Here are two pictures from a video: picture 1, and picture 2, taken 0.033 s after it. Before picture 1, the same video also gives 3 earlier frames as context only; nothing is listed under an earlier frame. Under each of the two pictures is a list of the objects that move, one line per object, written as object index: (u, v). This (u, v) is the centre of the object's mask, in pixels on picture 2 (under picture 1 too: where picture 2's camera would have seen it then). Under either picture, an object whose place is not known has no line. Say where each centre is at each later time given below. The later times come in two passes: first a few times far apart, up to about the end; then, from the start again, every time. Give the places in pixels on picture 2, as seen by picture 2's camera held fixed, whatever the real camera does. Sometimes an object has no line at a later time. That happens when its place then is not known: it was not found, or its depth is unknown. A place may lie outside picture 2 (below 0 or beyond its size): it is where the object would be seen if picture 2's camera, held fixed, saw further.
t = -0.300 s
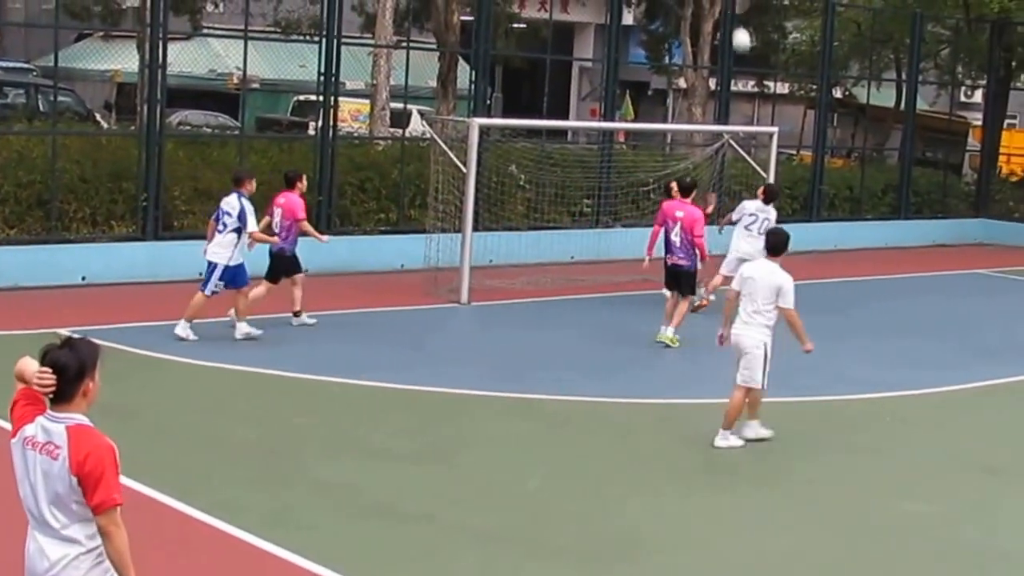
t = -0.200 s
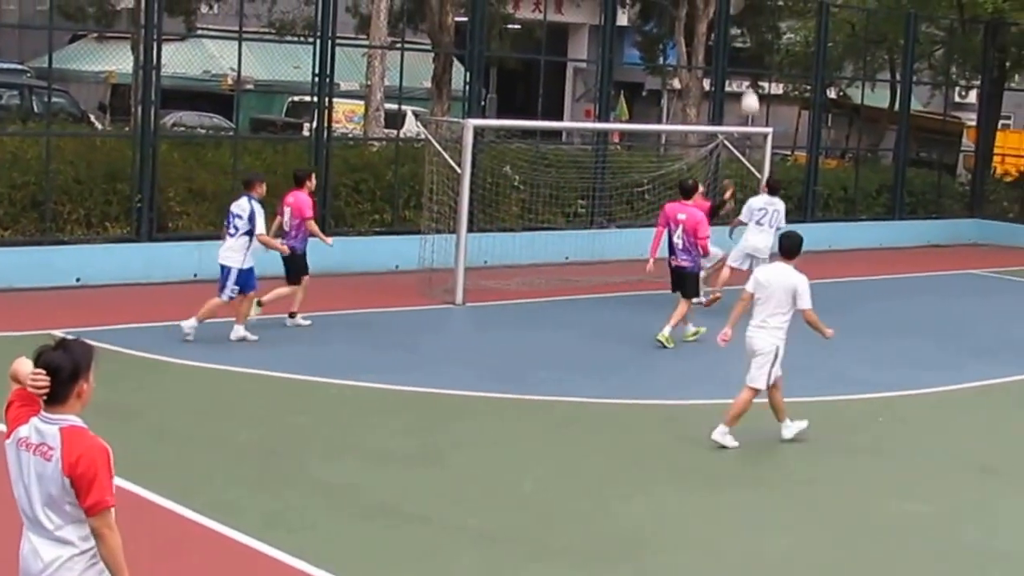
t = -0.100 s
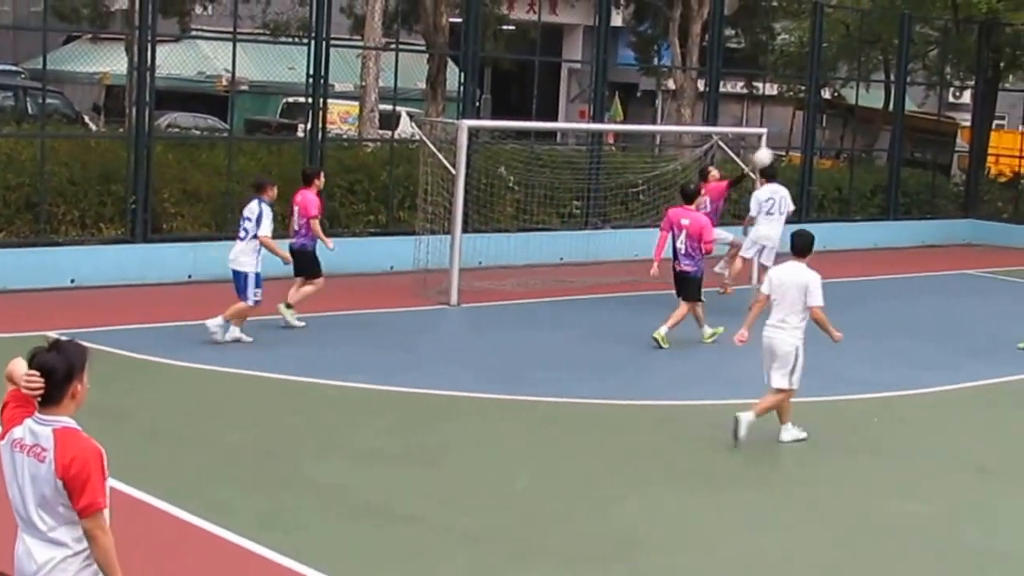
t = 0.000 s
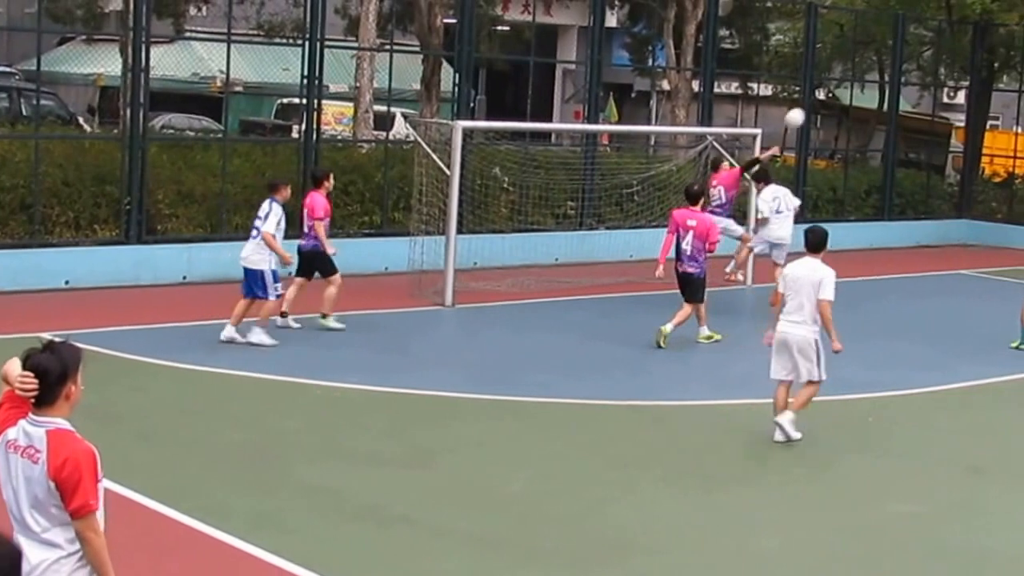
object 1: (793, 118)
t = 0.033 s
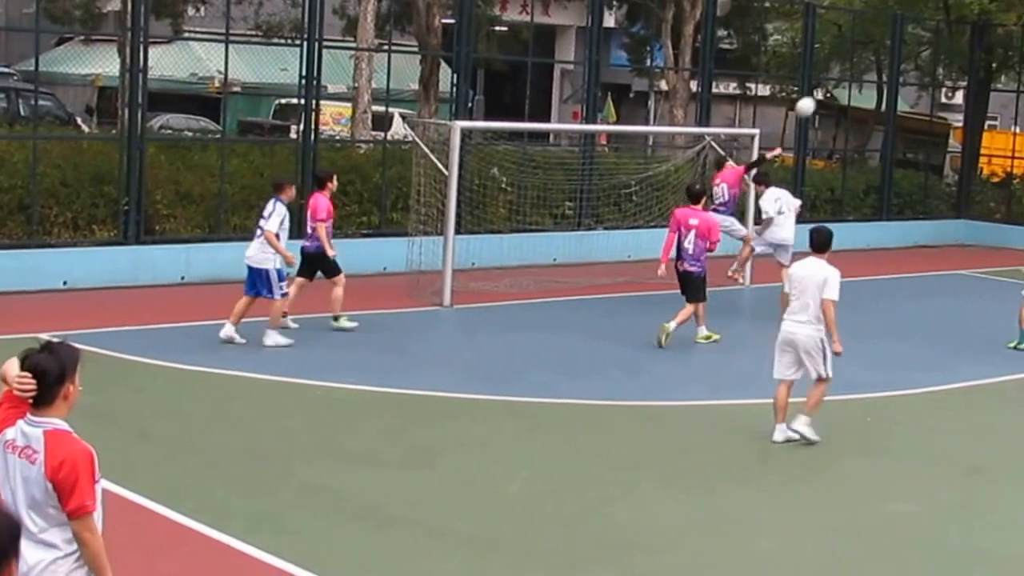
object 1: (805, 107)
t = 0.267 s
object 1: (890, 53)
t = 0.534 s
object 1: (984, 50)
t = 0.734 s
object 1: (1052, 88)
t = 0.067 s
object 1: (817, 97)
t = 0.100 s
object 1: (829, 87)
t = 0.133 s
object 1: (842, 78)
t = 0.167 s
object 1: (854, 70)
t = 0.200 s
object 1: (866, 64)
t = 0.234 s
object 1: (878, 58)
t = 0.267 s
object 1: (890, 53)
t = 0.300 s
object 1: (902, 50)
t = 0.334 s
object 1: (914, 47)
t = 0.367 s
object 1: (926, 45)
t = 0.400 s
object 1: (938, 44)
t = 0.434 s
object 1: (949, 44)
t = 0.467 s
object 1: (961, 45)
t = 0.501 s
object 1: (973, 47)
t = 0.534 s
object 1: (984, 50)
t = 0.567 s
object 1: (996, 55)
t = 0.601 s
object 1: (1007, 59)
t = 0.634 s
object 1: (1019, 65)
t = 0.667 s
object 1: (1030, 72)
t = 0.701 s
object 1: (1041, 79)
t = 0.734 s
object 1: (1052, 88)
